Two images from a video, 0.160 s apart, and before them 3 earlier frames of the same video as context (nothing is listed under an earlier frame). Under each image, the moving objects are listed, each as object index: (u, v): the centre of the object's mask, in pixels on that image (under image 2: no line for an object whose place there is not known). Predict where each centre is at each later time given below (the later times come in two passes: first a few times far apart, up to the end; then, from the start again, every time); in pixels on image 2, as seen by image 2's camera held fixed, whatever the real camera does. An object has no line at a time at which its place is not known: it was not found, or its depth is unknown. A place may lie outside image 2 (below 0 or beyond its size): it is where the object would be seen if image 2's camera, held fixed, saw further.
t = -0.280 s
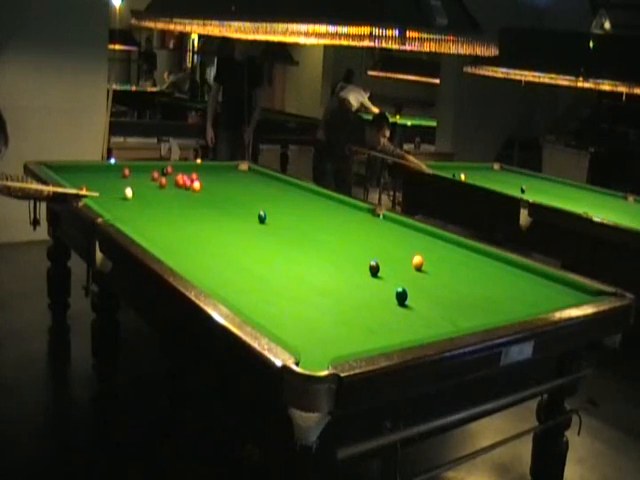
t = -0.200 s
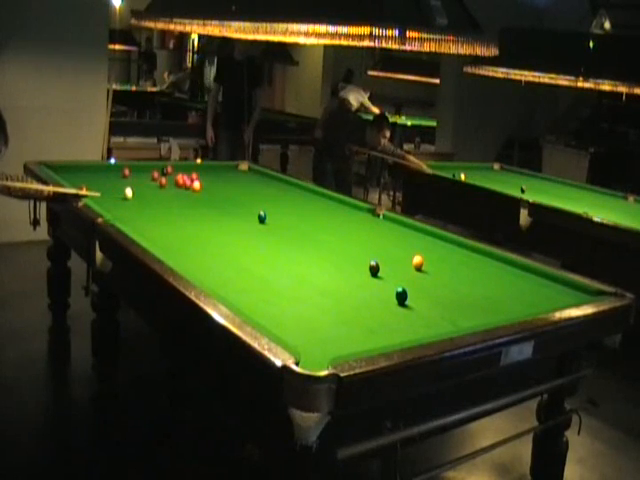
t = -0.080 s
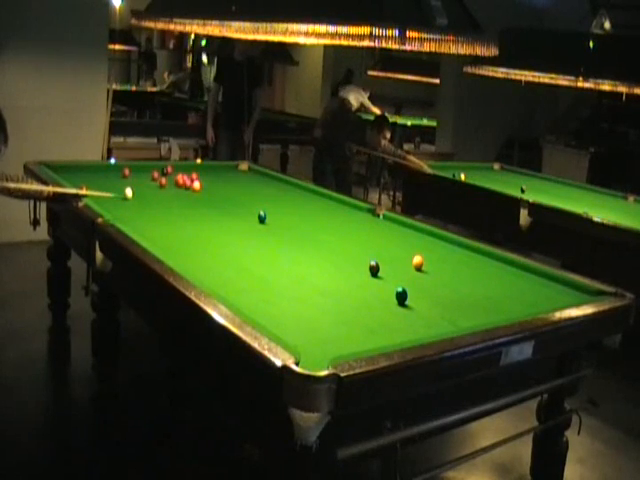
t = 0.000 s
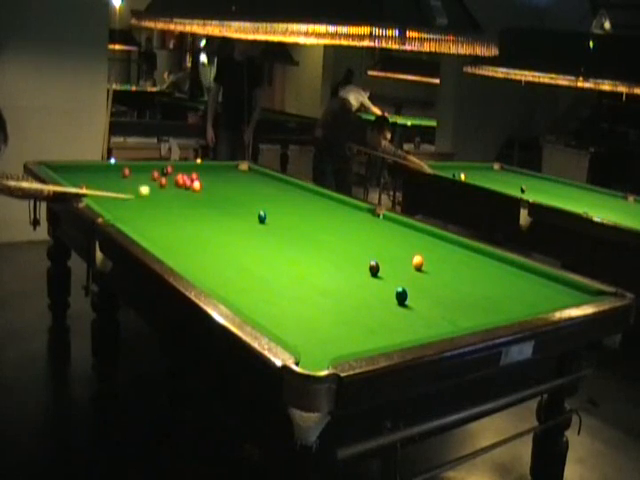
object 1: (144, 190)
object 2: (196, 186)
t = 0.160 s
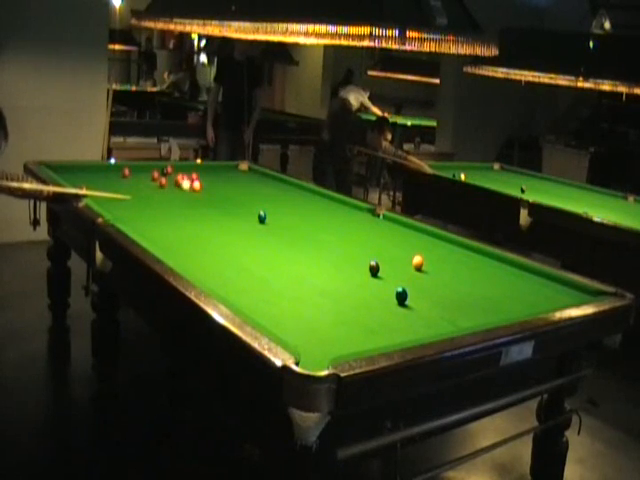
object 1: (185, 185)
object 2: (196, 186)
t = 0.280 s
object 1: (189, 186)
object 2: (200, 185)
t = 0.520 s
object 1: (189, 188)
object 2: (213, 186)
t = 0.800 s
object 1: (189, 192)
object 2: (226, 186)
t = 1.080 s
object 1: (189, 195)
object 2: (238, 186)
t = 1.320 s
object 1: (189, 197)
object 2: (247, 186)
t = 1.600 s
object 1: (190, 201)
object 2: (258, 186)
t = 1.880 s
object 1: (190, 203)
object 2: (266, 186)
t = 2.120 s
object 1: (191, 206)
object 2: (273, 187)
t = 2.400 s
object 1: (192, 208)
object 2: (279, 187)
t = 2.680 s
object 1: (192, 210)
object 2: (285, 187)
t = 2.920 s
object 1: (193, 212)
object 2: (288, 187)
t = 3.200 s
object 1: (193, 214)
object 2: (292, 187)
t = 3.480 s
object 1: (193, 215)
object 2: (295, 187)
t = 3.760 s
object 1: (194, 216)
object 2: (296, 187)
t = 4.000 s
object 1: (194, 217)
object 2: (297, 187)
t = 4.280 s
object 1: (194, 218)
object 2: (297, 187)
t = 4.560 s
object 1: (194, 218)
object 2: (297, 187)
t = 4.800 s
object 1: (194, 218)
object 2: (297, 187)
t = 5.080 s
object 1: (194, 219)
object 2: (297, 187)
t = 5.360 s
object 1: (194, 219)
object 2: (297, 186)
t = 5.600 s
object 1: (194, 219)
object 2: (297, 187)
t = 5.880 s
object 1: (194, 219)
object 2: (297, 187)
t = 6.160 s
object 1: (194, 219)
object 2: (297, 187)
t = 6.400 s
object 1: (194, 219)
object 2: (297, 187)
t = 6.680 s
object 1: (194, 219)
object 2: (297, 187)
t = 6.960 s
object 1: (194, 219)
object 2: (297, 187)
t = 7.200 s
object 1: (194, 219)
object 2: (297, 187)
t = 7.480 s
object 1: (194, 219)
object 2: (297, 187)
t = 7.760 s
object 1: (194, 219)
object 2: (297, 187)
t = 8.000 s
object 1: (194, 218)
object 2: (297, 187)
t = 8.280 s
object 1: (194, 218)
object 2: (297, 187)
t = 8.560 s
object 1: (194, 219)
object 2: (297, 187)
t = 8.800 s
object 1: (194, 219)
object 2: (297, 187)
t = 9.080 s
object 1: (194, 219)
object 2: (297, 187)
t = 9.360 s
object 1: (194, 219)
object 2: (297, 187)
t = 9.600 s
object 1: (194, 219)
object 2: (297, 187)
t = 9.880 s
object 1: (194, 219)
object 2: (297, 187)
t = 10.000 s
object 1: (194, 219)
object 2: (297, 187)
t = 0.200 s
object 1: (188, 185)
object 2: (196, 185)
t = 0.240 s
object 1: (189, 186)
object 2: (199, 186)
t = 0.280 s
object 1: (189, 186)
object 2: (200, 185)
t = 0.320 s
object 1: (189, 186)
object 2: (203, 186)
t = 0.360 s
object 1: (189, 187)
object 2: (205, 186)
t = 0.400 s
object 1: (189, 187)
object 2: (207, 186)
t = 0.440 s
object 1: (189, 187)
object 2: (209, 186)
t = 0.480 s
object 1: (189, 188)
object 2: (211, 186)
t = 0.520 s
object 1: (189, 188)
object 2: (213, 186)
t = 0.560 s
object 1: (189, 189)
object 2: (215, 186)
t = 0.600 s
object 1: (189, 189)
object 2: (217, 186)
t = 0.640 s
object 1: (189, 190)
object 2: (219, 186)
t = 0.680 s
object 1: (189, 190)
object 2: (220, 185)
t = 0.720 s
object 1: (189, 190)
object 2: (222, 186)
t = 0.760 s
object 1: (189, 191)
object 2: (224, 186)
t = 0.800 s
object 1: (189, 192)
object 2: (226, 186)
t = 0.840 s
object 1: (189, 192)
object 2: (228, 186)
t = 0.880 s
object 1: (189, 192)
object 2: (230, 186)
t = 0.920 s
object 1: (189, 193)
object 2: (231, 186)
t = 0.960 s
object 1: (189, 193)
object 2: (233, 186)
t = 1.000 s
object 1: (189, 194)
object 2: (235, 186)
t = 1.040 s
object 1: (189, 194)
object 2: (237, 186)
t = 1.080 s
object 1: (189, 195)
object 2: (238, 186)
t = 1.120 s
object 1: (189, 195)
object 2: (240, 186)
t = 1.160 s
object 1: (189, 196)
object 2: (241, 186)
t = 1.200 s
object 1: (189, 196)
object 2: (243, 186)
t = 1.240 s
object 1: (189, 196)
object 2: (244, 186)
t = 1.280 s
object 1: (189, 197)
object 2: (246, 186)
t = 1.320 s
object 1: (189, 197)
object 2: (247, 186)
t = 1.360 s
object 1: (189, 198)
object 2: (249, 186)
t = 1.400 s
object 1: (189, 198)
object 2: (251, 186)
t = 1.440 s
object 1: (189, 199)
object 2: (252, 186)
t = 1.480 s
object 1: (189, 199)
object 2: (253, 186)
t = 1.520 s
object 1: (190, 199)
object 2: (255, 186)
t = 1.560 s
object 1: (190, 200)
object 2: (256, 187)
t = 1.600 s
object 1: (190, 201)
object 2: (258, 186)
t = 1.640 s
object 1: (190, 201)
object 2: (259, 186)
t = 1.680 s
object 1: (190, 201)
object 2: (260, 186)
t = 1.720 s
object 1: (190, 202)
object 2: (261, 187)
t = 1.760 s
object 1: (190, 202)
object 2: (263, 187)
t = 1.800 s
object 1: (190, 202)
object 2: (264, 186)
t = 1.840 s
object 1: (190, 203)
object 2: (265, 187)
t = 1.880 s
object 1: (190, 203)
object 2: (266, 186)
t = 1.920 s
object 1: (190, 204)
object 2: (267, 187)
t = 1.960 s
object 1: (190, 204)
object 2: (268, 187)
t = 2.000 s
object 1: (191, 204)
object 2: (269, 187)
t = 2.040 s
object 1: (191, 205)
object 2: (270, 187)
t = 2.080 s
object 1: (191, 205)
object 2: (271, 187)
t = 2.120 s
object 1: (191, 206)
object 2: (273, 187)
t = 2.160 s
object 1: (191, 206)
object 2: (274, 187)
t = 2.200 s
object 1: (191, 206)
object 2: (275, 186)
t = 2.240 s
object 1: (191, 207)
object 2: (276, 186)
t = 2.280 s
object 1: (191, 207)
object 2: (277, 186)
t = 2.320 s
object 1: (191, 207)
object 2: (277, 186)
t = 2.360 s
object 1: (191, 208)
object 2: (278, 187)
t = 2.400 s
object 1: (192, 208)
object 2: (279, 187)
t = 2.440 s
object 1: (192, 209)
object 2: (280, 187)
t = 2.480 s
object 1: (192, 209)
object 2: (281, 187)
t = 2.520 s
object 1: (192, 209)
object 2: (282, 187)
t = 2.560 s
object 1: (192, 210)
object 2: (283, 187)
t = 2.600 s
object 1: (192, 210)
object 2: (283, 187)
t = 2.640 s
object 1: (192, 210)
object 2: (284, 187)
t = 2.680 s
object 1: (192, 210)
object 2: (285, 187)
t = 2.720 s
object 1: (192, 211)
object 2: (285, 187)
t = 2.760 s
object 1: (192, 211)
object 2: (286, 187)
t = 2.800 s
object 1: (192, 211)
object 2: (287, 187)
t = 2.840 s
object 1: (192, 212)
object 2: (287, 187)
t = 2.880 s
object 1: (193, 212)
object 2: (288, 187)
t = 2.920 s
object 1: (193, 212)
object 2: (288, 187)
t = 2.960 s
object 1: (193, 212)
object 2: (289, 187)
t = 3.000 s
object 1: (193, 213)
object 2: (290, 187)
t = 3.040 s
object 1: (193, 213)
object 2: (290, 187)
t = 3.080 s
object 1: (193, 213)
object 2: (291, 187)
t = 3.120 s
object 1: (193, 213)
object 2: (291, 187)
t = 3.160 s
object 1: (193, 214)
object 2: (291, 187)
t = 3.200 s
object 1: (193, 214)
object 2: (292, 187)
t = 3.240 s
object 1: (193, 214)
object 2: (292, 187)
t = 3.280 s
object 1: (193, 214)
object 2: (293, 187)
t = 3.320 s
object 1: (193, 215)
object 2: (293, 187)
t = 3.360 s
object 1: (193, 215)
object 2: (294, 187)
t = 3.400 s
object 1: (193, 215)
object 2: (294, 187)
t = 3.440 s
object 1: (193, 215)
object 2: (294, 187)
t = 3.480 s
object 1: (193, 215)
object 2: (295, 187)
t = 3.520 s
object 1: (193, 215)
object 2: (295, 187)
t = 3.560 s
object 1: (193, 215)
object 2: (295, 187)
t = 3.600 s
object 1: (194, 216)
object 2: (295, 187)
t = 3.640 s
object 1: (194, 216)
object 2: (296, 187)
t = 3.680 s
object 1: (194, 216)
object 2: (296, 187)
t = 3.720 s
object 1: (194, 216)
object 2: (296, 187)
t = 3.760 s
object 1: (194, 216)
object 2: (296, 187)
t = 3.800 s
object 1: (194, 216)
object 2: (296, 187)
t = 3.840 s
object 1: (194, 216)
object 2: (296, 187)
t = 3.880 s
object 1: (194, 217)
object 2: (297, 187)
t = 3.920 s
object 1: (194, 217)
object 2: (297, 187)
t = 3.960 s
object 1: (194, 217)
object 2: (297, 187)
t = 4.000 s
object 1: (194, 217)
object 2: (297, 187)
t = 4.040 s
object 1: (194, 217)
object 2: (297, 187)
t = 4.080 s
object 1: (194, 217)
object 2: (297, 187)
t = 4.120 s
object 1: (194, 217)
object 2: (297, 187)
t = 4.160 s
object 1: (194, 218)
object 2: (297, 187)
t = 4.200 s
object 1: (194, 218)
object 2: (297, 187)
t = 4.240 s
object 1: (194, 218)
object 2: (297, 187)
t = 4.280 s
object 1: (194, 218)
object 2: (297, 187)
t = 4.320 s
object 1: (194, 218)
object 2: (297, 187)
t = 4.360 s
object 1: (194, 218)
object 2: (297, 187)
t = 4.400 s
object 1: (194, 218)
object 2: (297, 187)
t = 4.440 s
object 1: (194, 218)
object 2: (297, 187)
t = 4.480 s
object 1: (194, 218)
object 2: (297, 187)
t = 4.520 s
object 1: (194, 218)
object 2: (297, 187)
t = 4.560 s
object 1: (194, 218)
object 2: (297, 187)
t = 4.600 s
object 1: (194, 218)
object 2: (297, 187)
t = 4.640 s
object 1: (194, 218)
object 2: (297, 187)
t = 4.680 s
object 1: (194, 218)
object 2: (297, 187)
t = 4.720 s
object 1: (194, 218)
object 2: (297, 187)
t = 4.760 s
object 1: (194, 218)
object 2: (297, 187)
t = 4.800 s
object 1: (194, 218)
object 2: (297, 187)
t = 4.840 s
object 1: (194, 218)
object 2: (297, 187)
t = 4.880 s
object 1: (194, 219)
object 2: (297, 187)
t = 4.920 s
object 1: (194, 219)
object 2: (297, 187)
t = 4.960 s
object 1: (194, 219)
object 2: (297, 187)
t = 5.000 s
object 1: (194, 219)
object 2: (297, 187)
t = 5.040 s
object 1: (194, 219)
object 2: (297, 187)
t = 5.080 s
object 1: (194, 219)
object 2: (297, 187)
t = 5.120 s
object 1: (194, 219)
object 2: (297, 187)
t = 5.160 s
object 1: (194, 219)
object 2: (297, 187)
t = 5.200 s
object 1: (194, 219)
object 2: (297, 187)
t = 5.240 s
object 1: (194, 219)
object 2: (297, 187)
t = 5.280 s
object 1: (194, 219)
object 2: (297, 187)
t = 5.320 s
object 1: (194, 219)
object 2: (297, 187)
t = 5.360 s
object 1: (194, 219)
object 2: (297, 186)
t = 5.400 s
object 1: (194, 219)
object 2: (297, 187)
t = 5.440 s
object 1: (194, 219)
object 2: (297, 187)
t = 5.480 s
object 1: (194, 219)
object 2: (297, 187)
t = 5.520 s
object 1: (194, 219)
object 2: (297, 187)
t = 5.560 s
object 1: (194, 219)
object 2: (297, 187)
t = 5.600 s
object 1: (194, 219)
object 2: (297, 187)
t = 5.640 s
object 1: (194, 219)
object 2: (297, 187)
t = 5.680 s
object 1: (194, 219)
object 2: (297, 187)
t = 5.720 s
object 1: (194, 219)
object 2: (297, 187)
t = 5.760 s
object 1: (194, 219)
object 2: (297, 187)
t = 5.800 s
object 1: (194, 219)
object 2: (297, 187)
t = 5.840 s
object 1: (194, 219)
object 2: (297, 187)
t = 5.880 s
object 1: (194, 219)
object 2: (297, 187)
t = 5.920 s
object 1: (194, 219)
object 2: (297, 187)
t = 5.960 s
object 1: (194, 219)
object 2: (297, 187)
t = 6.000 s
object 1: (194, 219)
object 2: (297, 187)
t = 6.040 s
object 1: (194, 219)
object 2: (297, 187)
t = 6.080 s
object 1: (194, 219)
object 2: (297, 187)
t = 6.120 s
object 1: (194, 219)
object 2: (297, 187)
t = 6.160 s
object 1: (194, 219)
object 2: (297, 187)
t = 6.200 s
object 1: (194, 219)
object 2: (297, 187)
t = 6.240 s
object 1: (194, 219)
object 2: (297, 187)
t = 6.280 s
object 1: (194, 219)
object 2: (297, 187)
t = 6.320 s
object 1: (194, 219)
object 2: (297, 187)
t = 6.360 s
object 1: (194, 219)
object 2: (297, 187)
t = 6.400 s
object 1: (194, 219)
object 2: (297, 187)
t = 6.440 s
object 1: (194, 219)
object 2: (297, 187)
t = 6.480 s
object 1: (194, 219)
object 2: (297, 187)
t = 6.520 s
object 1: (194, 219)
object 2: (297, 187)
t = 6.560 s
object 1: (194, 219)
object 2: (297, 187)
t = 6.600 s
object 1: (194, 219)
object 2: (297, 187)
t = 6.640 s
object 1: (194, 219)
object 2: (297, 187)
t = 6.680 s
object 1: (194, 219)
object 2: (297, 187)
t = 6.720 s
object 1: (194, 219)
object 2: (297, 187)
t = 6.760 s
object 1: (194, 219)
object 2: (297, 187)
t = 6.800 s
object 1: (194, 219)
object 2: (297, 187)
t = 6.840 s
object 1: (194, 219)
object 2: (297, 187)
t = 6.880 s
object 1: (194, 219)
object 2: (297, 187)
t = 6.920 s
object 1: (194, 219)
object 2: (297, 187)
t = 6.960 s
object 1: (194, 219)
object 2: (297, 187)
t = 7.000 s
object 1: (194, 219)
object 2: (297, 187)
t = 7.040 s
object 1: (194, 219)
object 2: (297, 187)
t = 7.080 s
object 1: (194, 219)
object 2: (297, 187)
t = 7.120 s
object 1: (194, 219)
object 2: (297, 187)
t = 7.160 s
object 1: (194, 219)
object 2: (297, 186)
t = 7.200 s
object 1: (194, 219)
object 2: (297, 187)
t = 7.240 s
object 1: (194, 219)
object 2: (297, 187)
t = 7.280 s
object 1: (194, 219)
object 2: (297, 186)
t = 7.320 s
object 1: (194, 219)
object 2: (297, 187)
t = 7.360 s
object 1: (194, 219)
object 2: (297, 187)
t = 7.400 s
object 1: (194, 219)
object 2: (297, 187)
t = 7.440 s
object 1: (194, 218)
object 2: (297, 187)
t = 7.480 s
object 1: (194, 219)
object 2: (297, 187)
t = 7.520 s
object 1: (194, 218)
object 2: (297, 187)
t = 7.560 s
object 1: (194, 219)
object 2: (297, 187)
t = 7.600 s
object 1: (194, 219)
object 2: (297, 187)
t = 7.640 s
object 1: (194, 218)
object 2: (297, 187)
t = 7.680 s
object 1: (194, 218)
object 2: (297, 187)
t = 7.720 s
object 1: (194, 218)
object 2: (297, 187)
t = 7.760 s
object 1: (194, 219)
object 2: (297, 187)
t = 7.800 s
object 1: (194, 219)
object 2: (297, 187)
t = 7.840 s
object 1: (194, 218)
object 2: (297, 187)
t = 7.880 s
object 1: (194, 219)
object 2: (297, 187)
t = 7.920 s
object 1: (194, 219)
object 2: (297, 187)
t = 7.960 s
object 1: (194, 219)
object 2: (297, 187)
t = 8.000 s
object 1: (194, 218)
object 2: (297, 187)
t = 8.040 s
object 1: (194, 218)
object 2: (297, 187)
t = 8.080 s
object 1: (194, 218)
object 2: (297, 187)
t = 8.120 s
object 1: (194, 219)
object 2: (297, 187)
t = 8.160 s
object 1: (194, 219)
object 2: (297, 187)
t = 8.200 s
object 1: (194, 218)
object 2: (297, 187)
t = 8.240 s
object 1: (194, 218)
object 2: (297, 187)
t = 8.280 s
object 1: (194, 218)
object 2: (297, 187)
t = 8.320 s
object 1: (194, 219)
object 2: (297, 187)
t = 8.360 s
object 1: (194, 219)
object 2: (297, 187)
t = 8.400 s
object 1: (194, 219)
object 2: (297, 187)
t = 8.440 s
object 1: (194, 219)
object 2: (297, 187)
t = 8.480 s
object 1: (194, 219)
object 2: (297, 187)
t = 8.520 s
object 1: (194, 219)
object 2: (297, 187)
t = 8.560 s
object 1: (194, 219)
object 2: (297, 187)
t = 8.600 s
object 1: (194, 219)
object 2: (297, 187)
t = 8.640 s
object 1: (194, 219)
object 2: (297, 187)
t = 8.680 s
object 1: (194, 219)
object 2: (297, 187)
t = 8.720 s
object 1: (194, 219)
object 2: (297, 187)
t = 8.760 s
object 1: (194, 219)
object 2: (297, 187)
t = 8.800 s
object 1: (194, 219)
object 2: (297, 187)
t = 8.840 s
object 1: (194, 219)
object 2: (297, 187)
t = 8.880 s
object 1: (194, 219)
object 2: (297, 187)
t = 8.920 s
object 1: (194, 219)
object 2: (297, 187)
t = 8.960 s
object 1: (194, 219)
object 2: (297, 187)
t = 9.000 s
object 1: (194, 219)
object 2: (297, 187)
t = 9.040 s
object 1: (194, 219)
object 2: (297, 187)
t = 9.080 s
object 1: (194, 219)
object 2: (297, 187)
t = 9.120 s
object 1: (194, 219)
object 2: (297, 187)
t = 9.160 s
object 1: (194, 219)
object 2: (297, 187)
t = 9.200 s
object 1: (194, 219)
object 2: (297, 187)
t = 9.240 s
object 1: (194, 219)
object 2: (297, 187)
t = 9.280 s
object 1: (194, 219)
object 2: (297, 187)
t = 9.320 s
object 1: (194, 219)
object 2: (297, 187)
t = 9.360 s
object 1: (194, 219)
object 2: (297, 187)
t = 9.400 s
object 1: (194, 219)
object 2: (297, 187)
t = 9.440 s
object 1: (194, 219)
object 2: (297, 187)
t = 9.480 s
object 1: (194, 219)
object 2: (297, 187)
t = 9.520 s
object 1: (194, 219)
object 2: (297, 187)
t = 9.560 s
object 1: (194, 219)
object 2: (297, 187)
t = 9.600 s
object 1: (194, 219)
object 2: (297, 187)
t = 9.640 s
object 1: (194, 219)
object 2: (297, 187)
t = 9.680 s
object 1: (194, 219)
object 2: (297, 187)
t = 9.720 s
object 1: (194, 219)
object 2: (297, 187)
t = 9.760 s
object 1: (194, 219)
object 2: (297, 187)
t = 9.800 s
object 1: (194, 219)
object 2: (297, 187)
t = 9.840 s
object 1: (194, 219)
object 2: (297, 187)
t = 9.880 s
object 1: (194, 219)
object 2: (297, 187)
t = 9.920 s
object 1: (194, 219)
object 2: (297, 187)
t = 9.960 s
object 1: (194, 219)
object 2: (297, 187)
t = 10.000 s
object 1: (194, 219)
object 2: (297, 187)
